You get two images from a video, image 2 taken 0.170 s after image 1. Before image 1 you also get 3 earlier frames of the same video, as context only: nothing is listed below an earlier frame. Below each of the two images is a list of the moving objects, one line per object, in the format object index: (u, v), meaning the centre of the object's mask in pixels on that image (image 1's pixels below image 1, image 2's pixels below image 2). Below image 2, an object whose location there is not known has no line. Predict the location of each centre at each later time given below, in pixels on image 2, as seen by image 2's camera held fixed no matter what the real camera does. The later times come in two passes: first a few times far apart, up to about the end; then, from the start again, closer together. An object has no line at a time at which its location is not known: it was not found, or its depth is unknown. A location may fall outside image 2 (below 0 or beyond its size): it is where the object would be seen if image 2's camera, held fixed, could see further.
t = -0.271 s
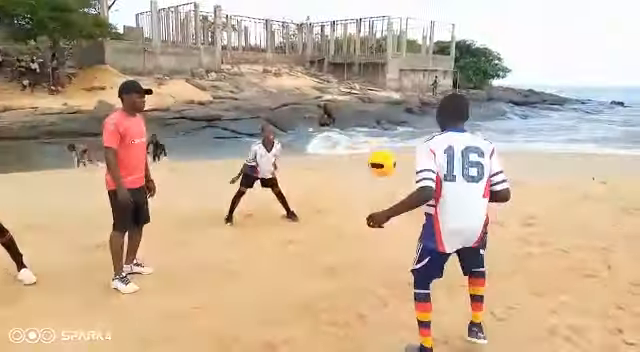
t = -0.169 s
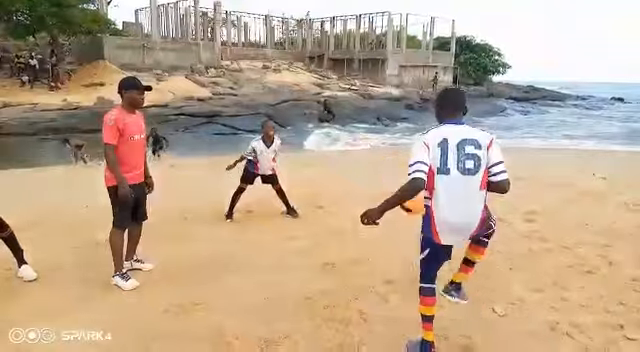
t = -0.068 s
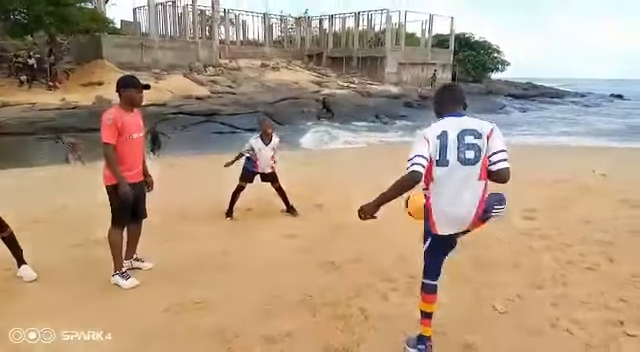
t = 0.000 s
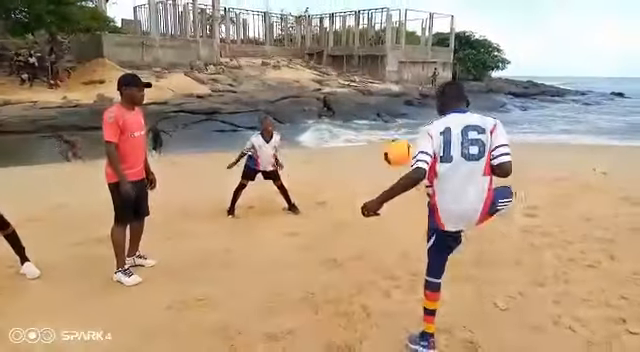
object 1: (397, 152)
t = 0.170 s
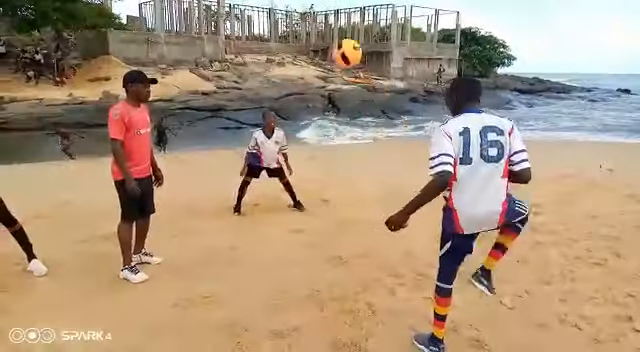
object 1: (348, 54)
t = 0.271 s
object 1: (314, 16)
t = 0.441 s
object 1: (269, 1)
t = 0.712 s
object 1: (210, 26)
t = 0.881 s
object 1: (178, 86)
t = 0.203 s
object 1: (336, 40)
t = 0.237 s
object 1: (326, 28)
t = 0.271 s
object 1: (314, 16)
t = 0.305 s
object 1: (305, 10)
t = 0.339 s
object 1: (295, 7)
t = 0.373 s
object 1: (286, 4)
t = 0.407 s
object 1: (278, 2)
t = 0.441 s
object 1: (269, 1)
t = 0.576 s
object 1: (236, 3)
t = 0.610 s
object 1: (229, 5)
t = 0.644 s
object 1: (222, 11)
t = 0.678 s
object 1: (215, 17)
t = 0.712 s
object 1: (210, 26)
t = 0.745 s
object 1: (200, 37)
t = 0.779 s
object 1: (195, 47)
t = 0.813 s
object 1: (187, 59)
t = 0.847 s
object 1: (184, 71)
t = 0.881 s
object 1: (178, 86)
